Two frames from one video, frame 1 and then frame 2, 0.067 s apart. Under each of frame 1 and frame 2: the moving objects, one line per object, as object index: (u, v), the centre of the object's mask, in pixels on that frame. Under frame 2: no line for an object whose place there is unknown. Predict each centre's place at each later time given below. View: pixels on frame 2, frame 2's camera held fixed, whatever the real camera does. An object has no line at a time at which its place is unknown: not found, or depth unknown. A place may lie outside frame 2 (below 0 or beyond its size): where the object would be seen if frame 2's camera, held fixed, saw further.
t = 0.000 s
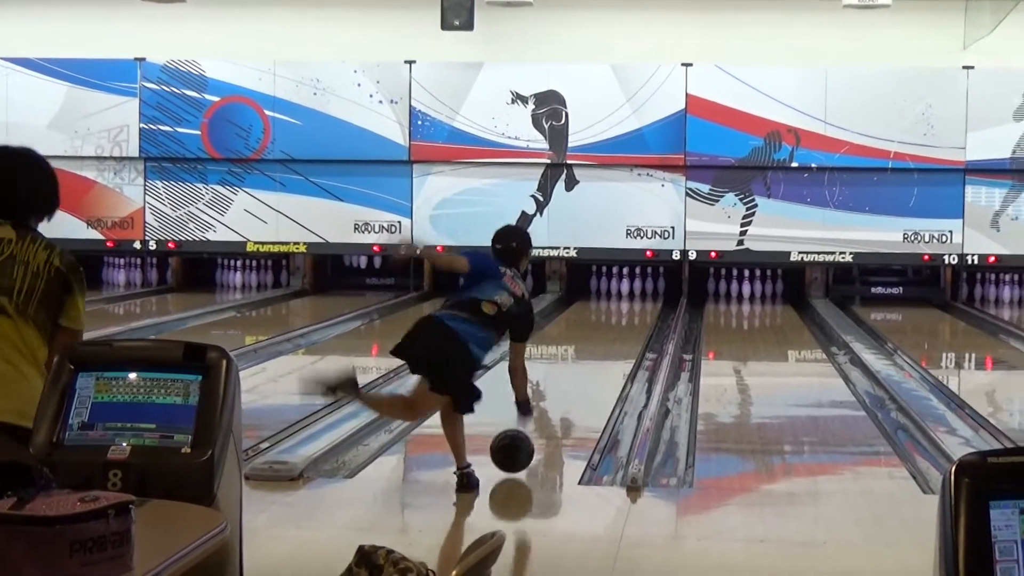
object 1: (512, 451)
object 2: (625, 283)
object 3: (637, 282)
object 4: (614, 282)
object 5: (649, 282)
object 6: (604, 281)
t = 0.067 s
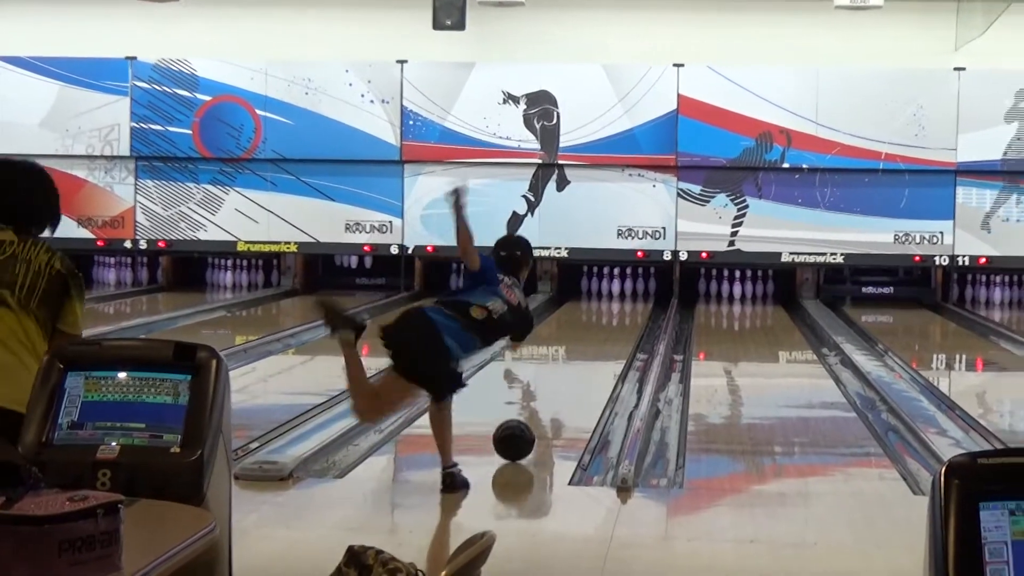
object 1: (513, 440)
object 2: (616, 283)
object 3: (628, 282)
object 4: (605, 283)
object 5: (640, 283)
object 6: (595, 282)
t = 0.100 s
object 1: (520, 434)
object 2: (616, 283)
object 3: (628, 283)
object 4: (605, 282)
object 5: (640, 283)
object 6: (594, 282)
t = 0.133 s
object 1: (527, 428)
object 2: (615, 283)
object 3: (628, 283)
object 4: (604, 282)
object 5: (639, 283)
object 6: (594, 281)
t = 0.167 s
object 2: (615, 283)
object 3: (627, 283)
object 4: (604, 282)
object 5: (639, 283)
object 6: (593, 282)
